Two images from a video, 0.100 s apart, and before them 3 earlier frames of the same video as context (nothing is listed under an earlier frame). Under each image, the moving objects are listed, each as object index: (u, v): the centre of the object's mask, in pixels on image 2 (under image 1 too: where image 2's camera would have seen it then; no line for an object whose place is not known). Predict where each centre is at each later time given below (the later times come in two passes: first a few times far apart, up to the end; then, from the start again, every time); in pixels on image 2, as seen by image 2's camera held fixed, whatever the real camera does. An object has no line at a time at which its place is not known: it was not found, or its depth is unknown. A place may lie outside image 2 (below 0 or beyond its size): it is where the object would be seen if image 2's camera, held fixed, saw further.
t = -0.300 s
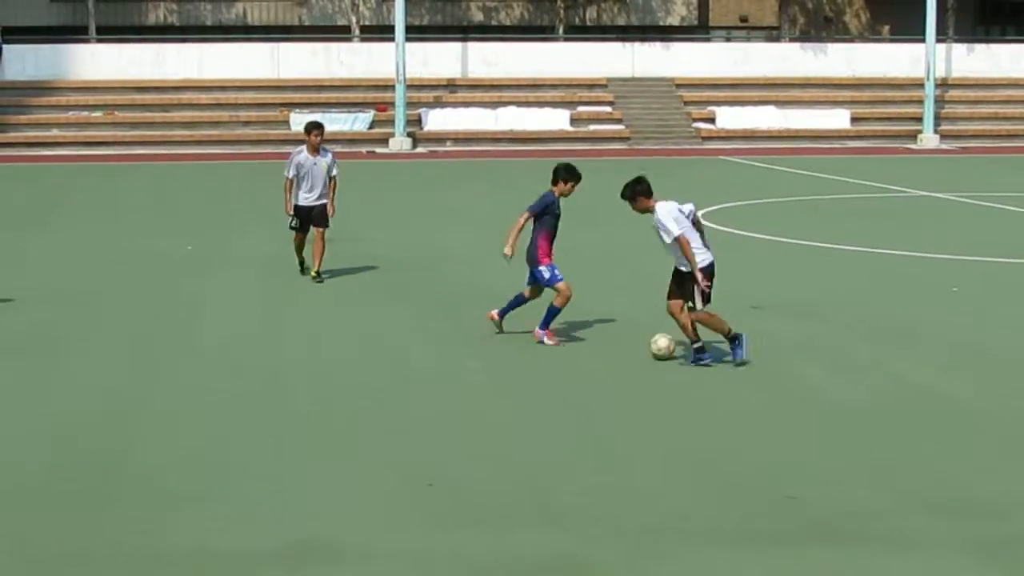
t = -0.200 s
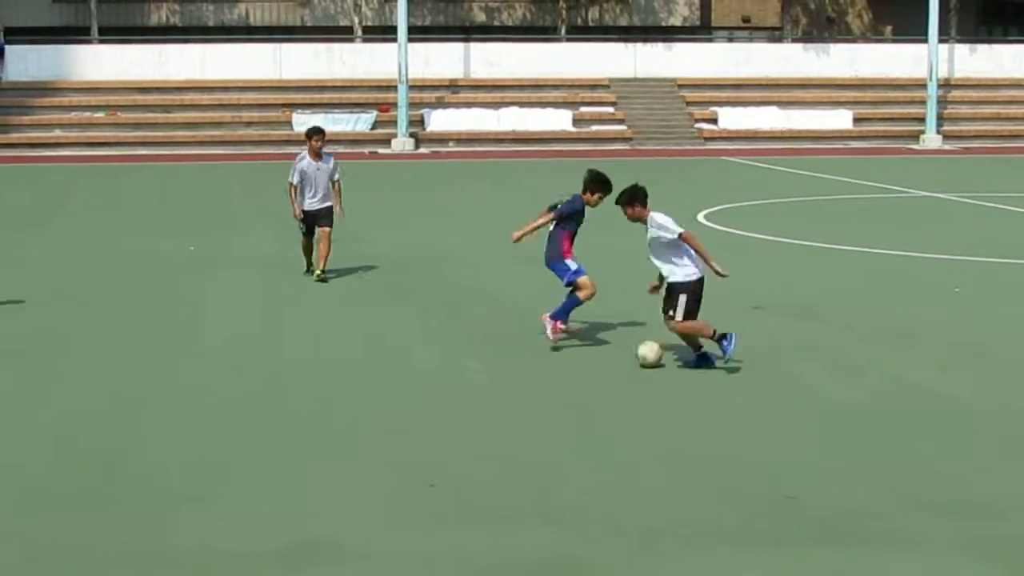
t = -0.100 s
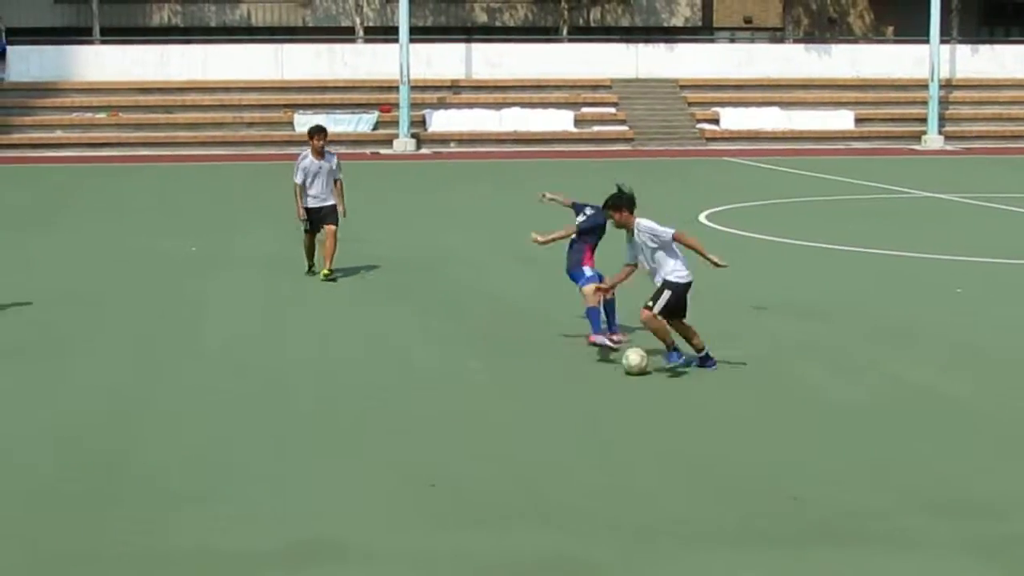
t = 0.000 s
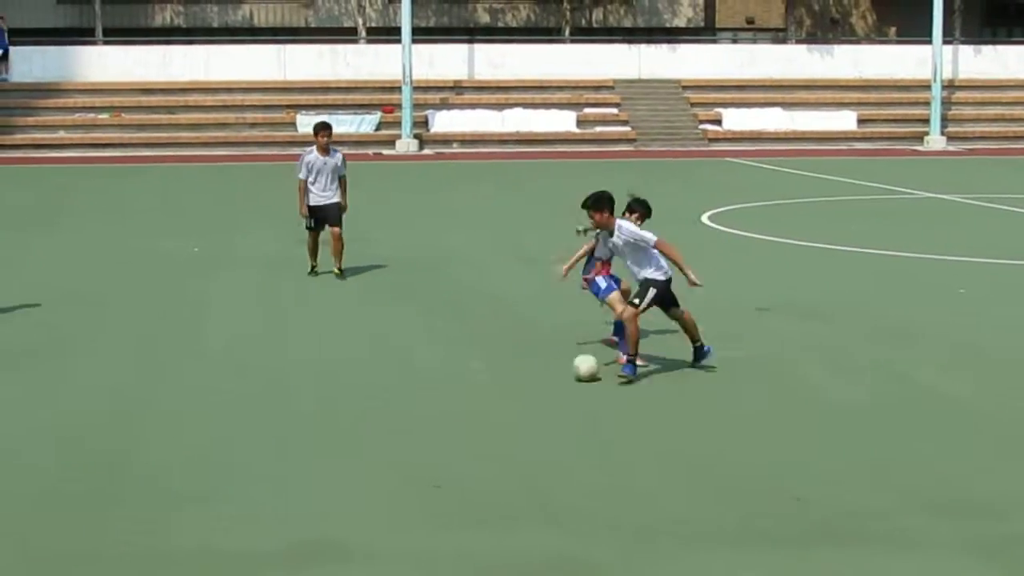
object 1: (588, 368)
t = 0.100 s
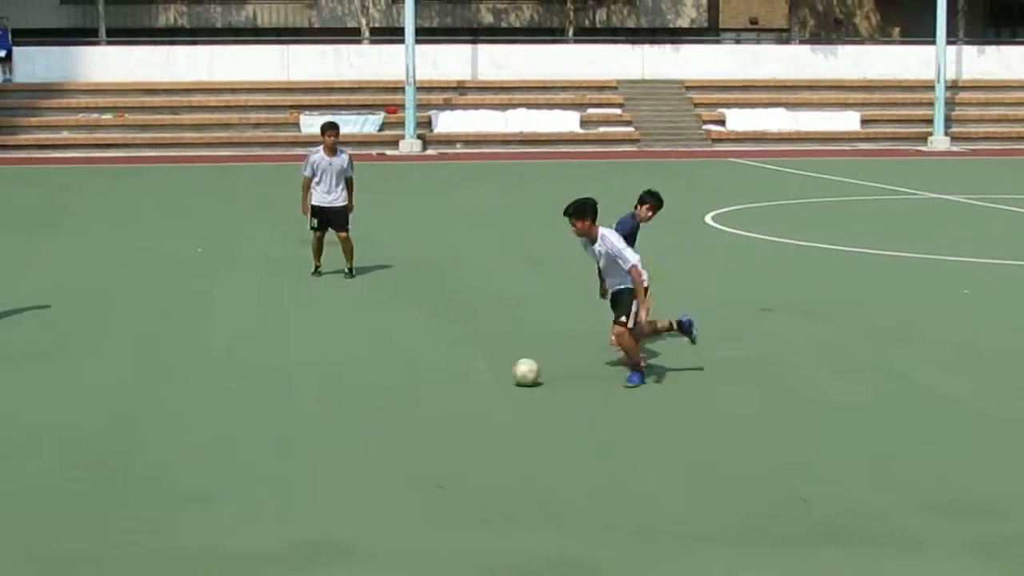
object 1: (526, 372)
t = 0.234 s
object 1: (452, 378)
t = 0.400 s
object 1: (371, 384)
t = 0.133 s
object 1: (507, 374)
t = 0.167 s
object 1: (488, 376)
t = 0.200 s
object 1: (468, 376)
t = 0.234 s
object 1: (452, 378)
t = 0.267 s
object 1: (435, 379)
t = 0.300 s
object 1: (416, 380)
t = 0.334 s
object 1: (398, 381)
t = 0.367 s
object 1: (385, 383)
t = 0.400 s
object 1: (371, 384)
